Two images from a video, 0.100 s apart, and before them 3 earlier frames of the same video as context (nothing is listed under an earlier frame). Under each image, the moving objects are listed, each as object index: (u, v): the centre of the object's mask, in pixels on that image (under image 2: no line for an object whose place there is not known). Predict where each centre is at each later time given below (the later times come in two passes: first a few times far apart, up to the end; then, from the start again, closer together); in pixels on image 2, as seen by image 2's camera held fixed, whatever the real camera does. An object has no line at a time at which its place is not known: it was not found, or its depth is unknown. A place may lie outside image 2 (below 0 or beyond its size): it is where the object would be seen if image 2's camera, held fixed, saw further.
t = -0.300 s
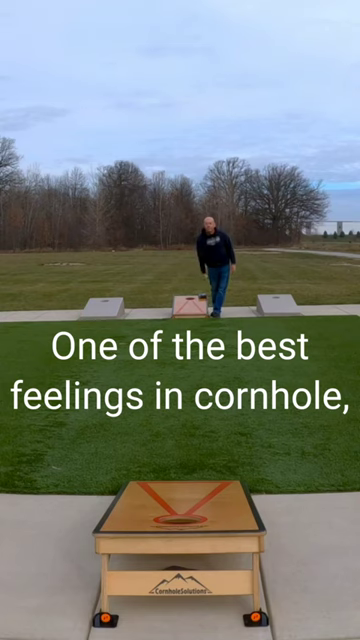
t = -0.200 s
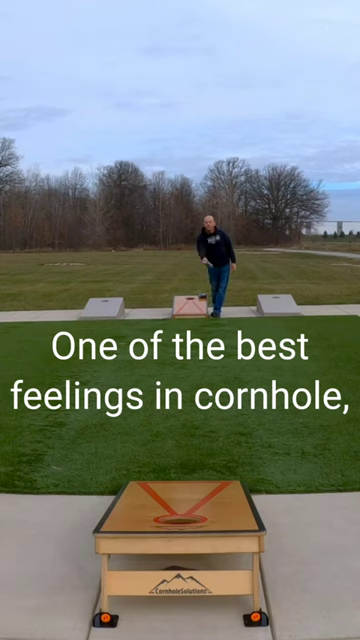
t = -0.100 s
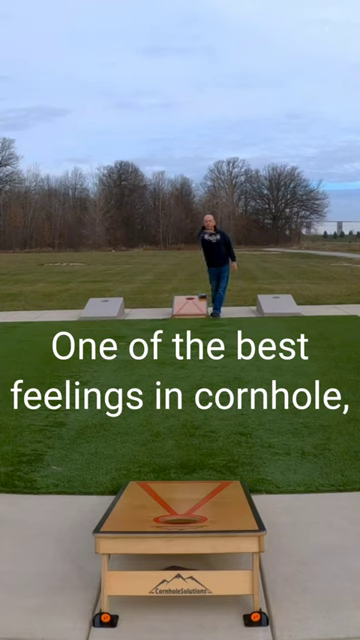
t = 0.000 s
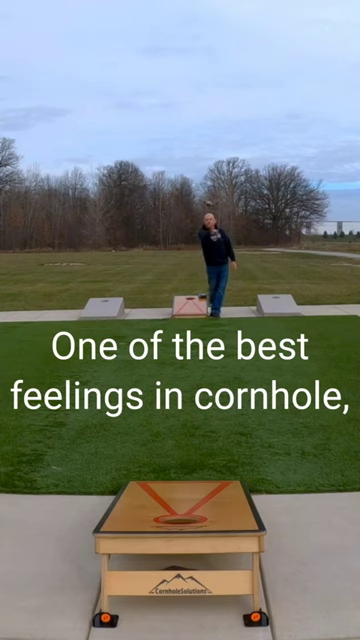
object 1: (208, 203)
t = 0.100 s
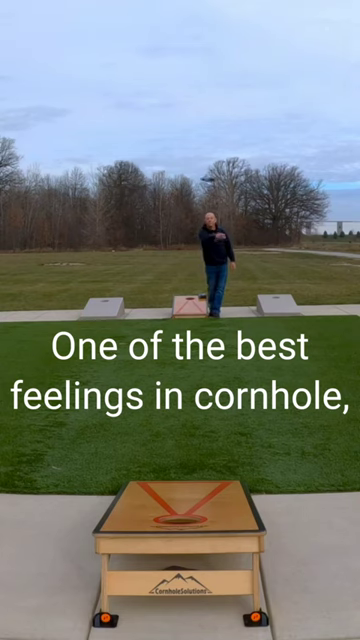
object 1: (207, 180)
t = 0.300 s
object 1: (206, 148)
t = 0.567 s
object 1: (204, 165)
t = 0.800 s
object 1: (202, 280)
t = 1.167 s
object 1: (199, 489)
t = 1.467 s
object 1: (199, 494)
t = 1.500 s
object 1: (199, 494)
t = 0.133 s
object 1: (208, 172)
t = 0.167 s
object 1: (207, 166)
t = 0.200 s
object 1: (207, 160)
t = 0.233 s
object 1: (207, 156)
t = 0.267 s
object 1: (206, 152)
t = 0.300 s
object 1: (206, 148)
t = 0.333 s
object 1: (206, 147)
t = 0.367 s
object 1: (206, 145)
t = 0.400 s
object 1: (206, 145)
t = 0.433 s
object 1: (206, 146)
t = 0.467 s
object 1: (205, 148)
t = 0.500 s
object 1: (205, 152)
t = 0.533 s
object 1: (204, 158)
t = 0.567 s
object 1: (204, 165)
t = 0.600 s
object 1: (204, 173)
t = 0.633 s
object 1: (204, 184)
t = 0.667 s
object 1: (201, 198)
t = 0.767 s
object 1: (203, 254)
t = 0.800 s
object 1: (202, 280)
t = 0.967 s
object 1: (199, 476)
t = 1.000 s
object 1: (199, 478)
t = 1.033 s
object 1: (199, 477)
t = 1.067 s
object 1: (198, 479)
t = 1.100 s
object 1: (198, 483)
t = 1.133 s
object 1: (199, 486)
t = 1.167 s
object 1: (199, 489)
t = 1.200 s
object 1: (198, 491)
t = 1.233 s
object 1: (198, 492)
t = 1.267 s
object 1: (198, 493)
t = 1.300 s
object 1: (199, 494)
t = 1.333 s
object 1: (199, 494)
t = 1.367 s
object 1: (199, 494)
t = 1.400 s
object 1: (199, 494)
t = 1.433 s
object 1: (199, 494)
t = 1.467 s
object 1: (199, 494)
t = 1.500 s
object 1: (199, 494)
